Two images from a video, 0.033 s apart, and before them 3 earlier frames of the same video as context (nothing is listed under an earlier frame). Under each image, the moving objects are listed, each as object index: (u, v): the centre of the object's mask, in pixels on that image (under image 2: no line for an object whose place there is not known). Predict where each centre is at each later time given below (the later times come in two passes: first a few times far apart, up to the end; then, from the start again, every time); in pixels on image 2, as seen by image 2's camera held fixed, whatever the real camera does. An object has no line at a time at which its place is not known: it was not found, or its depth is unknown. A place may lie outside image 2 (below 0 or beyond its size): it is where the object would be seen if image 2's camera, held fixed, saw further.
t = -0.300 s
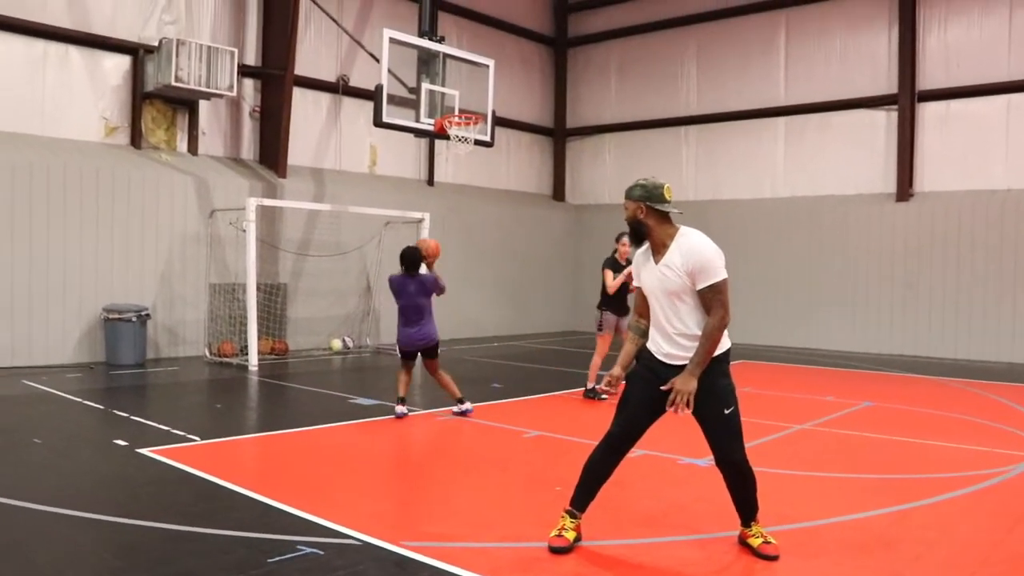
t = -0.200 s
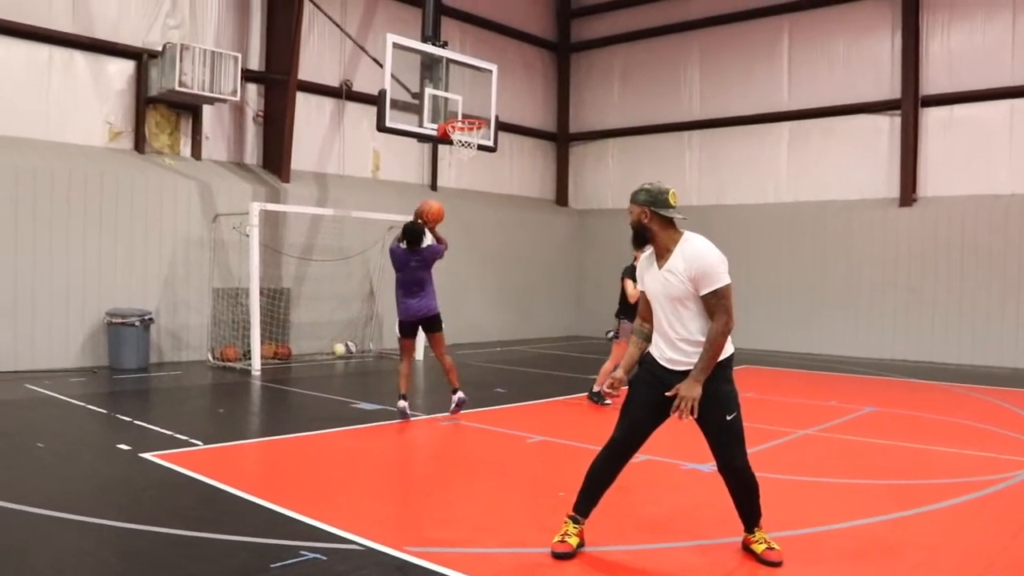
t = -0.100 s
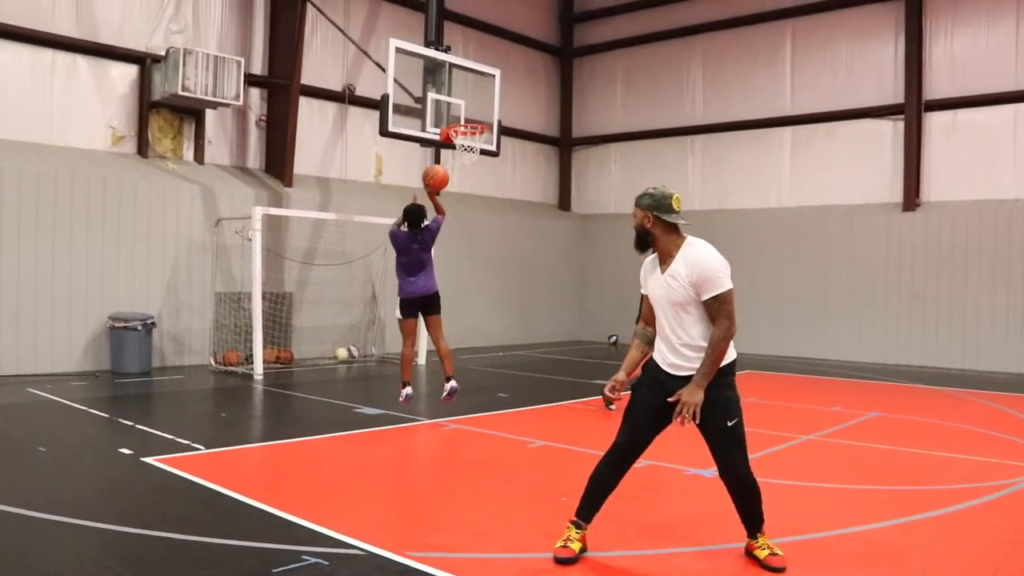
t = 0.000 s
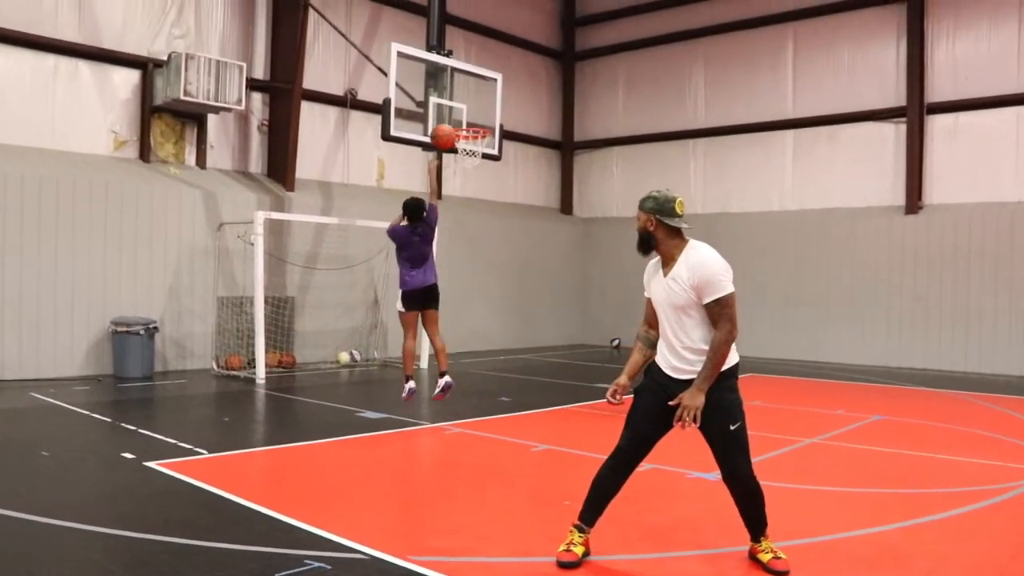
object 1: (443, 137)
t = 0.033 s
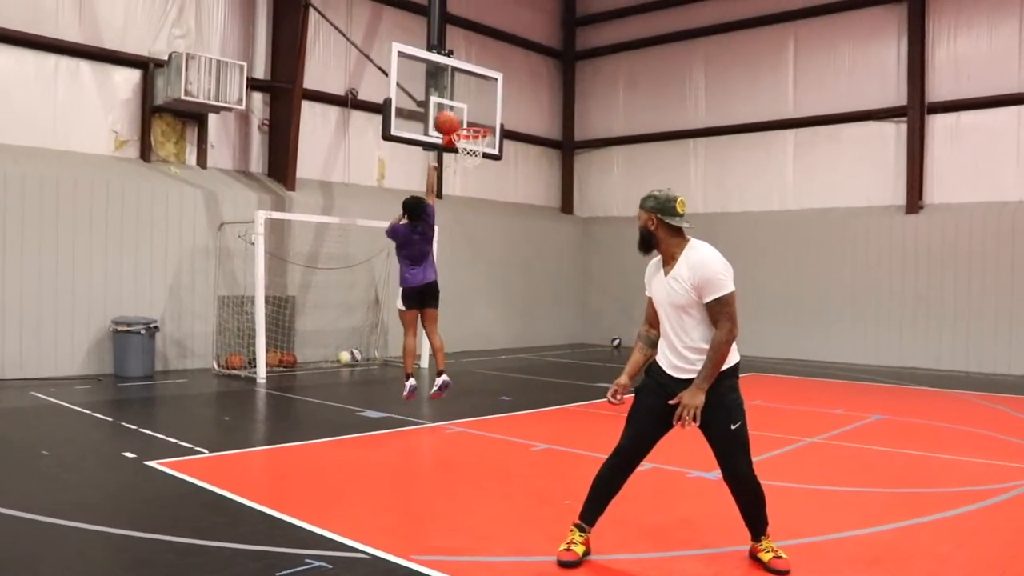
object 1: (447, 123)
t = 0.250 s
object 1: (463, 73)
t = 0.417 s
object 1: (473, 69)
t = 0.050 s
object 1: (448, 117)
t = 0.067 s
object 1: (450, 112)
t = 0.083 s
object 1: (451, 106)
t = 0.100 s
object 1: (452, 101)
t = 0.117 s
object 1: (453, 97)
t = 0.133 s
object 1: (454, 92)
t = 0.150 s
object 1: (456, 89)
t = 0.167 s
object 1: (457, 85)
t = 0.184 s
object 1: (459, 82)
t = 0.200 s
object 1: (460, 79)
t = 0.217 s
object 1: (461, 77)
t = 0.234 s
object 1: (462, 75)
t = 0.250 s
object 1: (463, 73)
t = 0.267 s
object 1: (464, 71)
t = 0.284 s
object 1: (465, 70)
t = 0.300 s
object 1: (466, 69)
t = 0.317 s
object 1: (467, 68)
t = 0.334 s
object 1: (469, 68)
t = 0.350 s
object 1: (470, 67)
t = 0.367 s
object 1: (470, 67)
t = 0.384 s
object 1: (472, 68)
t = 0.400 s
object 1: (472, 68)
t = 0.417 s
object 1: (473, 69)
